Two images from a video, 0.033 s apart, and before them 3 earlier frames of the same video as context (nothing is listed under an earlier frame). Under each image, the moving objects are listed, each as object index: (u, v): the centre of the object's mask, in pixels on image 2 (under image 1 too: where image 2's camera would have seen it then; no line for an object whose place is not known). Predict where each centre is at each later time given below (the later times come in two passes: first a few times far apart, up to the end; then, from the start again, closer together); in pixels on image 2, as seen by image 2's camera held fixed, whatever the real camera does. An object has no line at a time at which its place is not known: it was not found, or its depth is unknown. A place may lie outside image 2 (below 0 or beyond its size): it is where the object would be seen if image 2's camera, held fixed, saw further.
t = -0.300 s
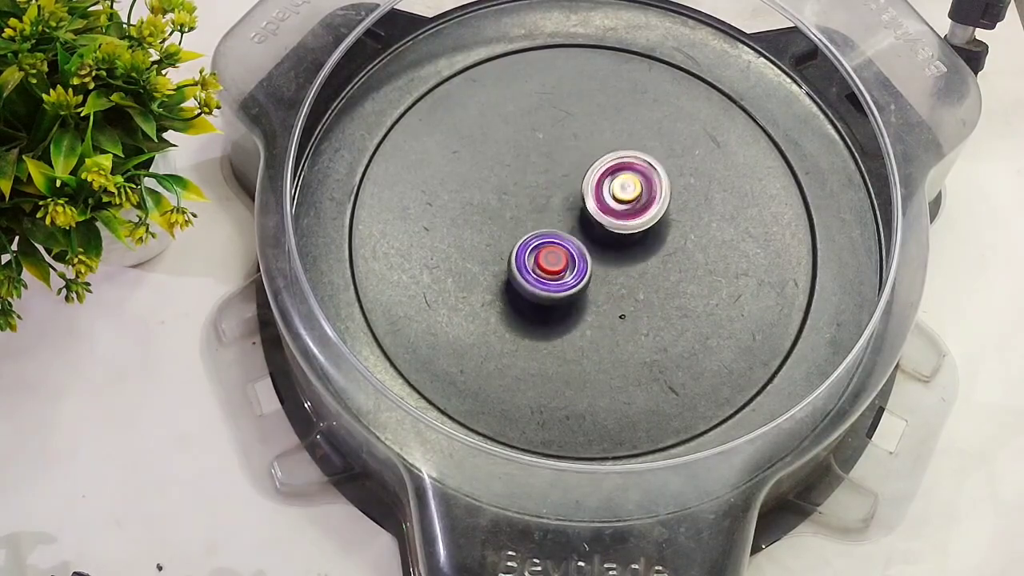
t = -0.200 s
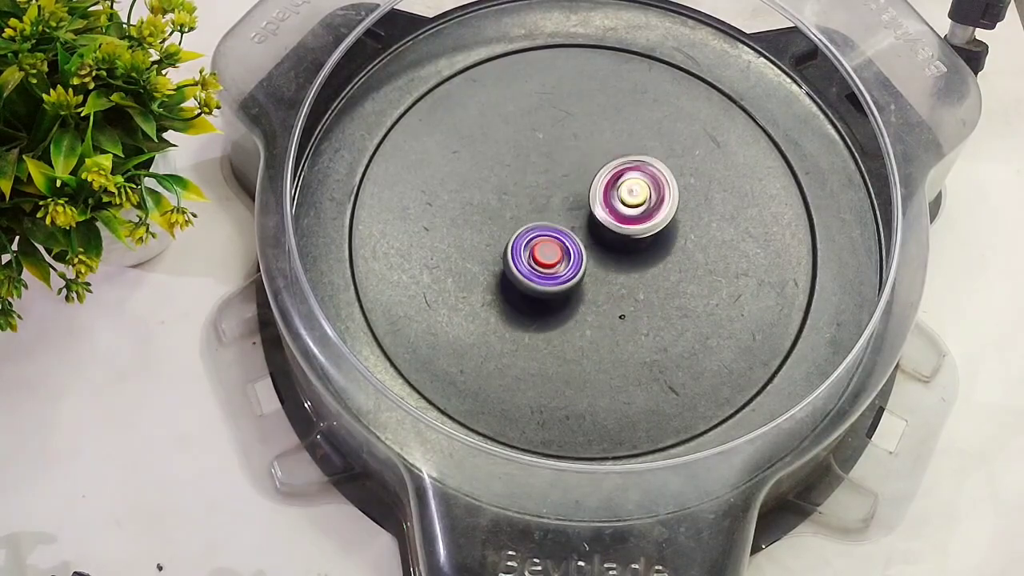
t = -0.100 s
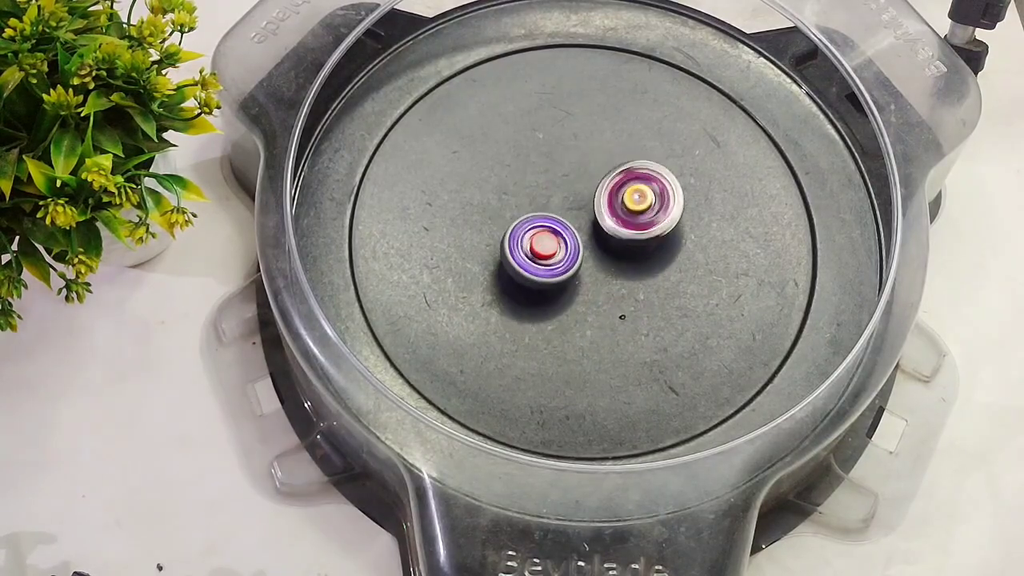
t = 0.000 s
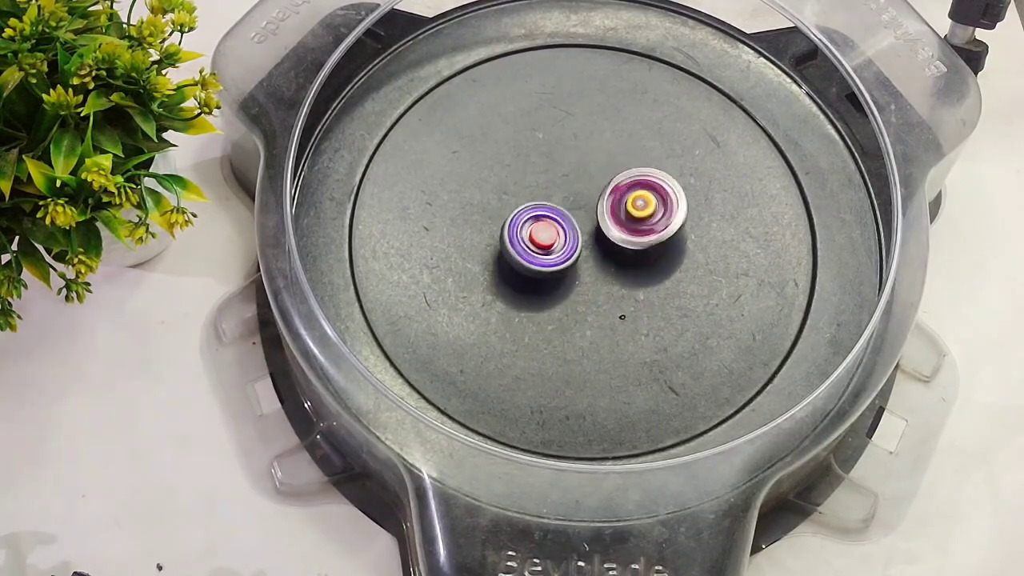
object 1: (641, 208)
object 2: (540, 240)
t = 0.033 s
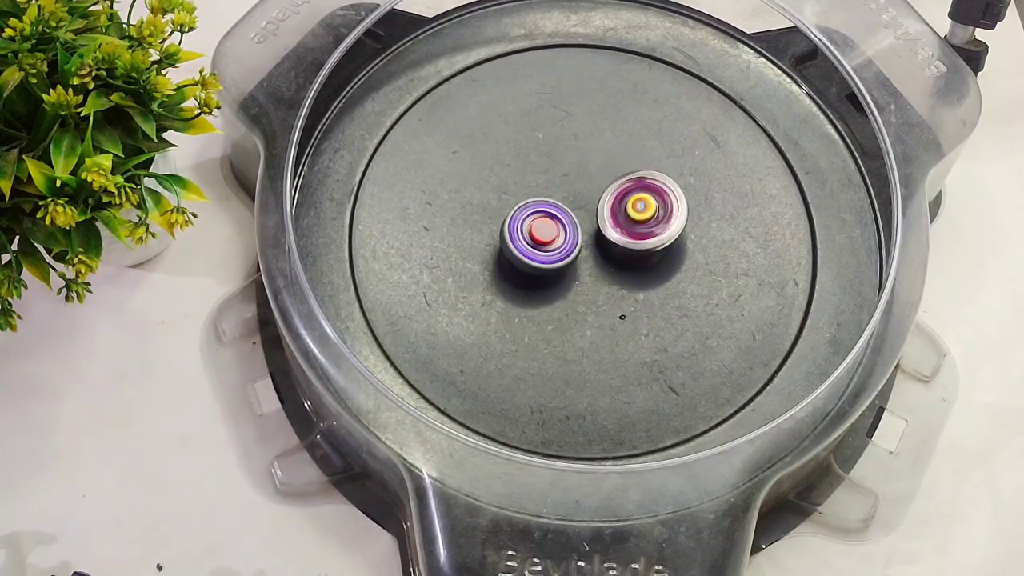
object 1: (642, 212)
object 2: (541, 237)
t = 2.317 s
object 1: (584, 146)
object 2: (573, 291)
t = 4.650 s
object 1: (540, 199)
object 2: (621, 257)
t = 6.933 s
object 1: (561, 272)
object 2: (609, 177)
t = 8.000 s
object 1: (536, 243)
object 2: (633, 241)
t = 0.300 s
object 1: (634, 239)
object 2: (551, 206)
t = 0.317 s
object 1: (633, 242)
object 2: (550, 203)
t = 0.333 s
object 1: (632, 244)
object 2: (551, 201)
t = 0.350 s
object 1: (631, 244)
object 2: (552, 199)
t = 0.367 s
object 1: (630, 246)
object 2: (553, 198)
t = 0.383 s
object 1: (629, 247)
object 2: (554, 196)
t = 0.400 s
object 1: (627, 250)
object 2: (555, 195)
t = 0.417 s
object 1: (627, 251)
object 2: (555, 193)
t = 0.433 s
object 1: (624, 254)
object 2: (556, 193)
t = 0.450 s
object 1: (623, 256)
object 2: (557, 192)
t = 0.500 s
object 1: (617, 260)
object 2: (560, 190)
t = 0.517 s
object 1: (616, 262)
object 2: (561, 190)
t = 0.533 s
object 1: (615, 262)
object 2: (563, 189)
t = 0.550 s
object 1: (612, 265)
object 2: (564, 189)
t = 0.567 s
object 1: (611, 267)
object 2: (565, 188)
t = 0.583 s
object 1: (608, 268)
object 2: (566, 188)
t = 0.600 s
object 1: (607, 270)
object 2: (568, 187)
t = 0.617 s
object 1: (605, 270)
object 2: (569, 187)
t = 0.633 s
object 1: (603, 272)
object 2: (570, 187)
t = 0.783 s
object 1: (585, 277)
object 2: (585, 187)
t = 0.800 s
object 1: (583, 276)
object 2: (587, 188)
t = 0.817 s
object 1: (581, 277)
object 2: (589, 188)
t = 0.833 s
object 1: (580, 277)
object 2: (591, 189)
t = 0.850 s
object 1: (578, 278)
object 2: (592, 189)
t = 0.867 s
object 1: (577, 278)
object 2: (594, 190)
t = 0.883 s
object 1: (574, 277)
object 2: (596, 191)
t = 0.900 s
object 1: (573, 278)
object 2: (597, 191)
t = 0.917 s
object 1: (570, 277)
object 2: (599, 192)
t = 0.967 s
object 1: (565, 276)
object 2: (604, 194)
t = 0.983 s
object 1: (564, 275)
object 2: (605, 195)
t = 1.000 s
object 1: (562, 275)
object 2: (607, 196)
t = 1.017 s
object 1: (561, 275)
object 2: (608, 198)
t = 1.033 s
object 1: (558, 274)
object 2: (610, 199)
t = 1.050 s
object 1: (557, 274)
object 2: (611, 200)
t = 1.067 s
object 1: (555, 272)
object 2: (613, 201)
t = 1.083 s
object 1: (554, 272)
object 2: (614, 203)
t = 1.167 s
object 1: (548, 267)
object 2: (620, 209)
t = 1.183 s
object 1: (546, 265)
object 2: (621, 211)
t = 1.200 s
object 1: (545, 265)
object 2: (622, 212)
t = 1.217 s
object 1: (544, 263)
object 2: (622, 214)
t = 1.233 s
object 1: (543, 262)
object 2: (623, 216)
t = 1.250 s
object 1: (542, 259)
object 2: (624, 217)
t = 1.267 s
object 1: (541, 258)
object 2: (624, 219)
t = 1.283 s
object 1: (541, 256)
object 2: (625, 221)
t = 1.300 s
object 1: (540, 256)
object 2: (625, 222)
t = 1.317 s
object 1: (540, 254)
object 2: (626, 224)
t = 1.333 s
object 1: (538, 253)
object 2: (626, 226)
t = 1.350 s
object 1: (538, 251)
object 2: (626, 227)
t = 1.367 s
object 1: (537, 249)
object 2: (626, 229)
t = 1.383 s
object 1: (537, 248)
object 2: (627, 231)
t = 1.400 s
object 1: (537, 245)
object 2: (627, 232)
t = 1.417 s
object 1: (536, 244)
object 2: (627, 234)
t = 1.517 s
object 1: (536, 232)
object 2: (625, 243)
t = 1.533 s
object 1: (537, 231)
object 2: (624, 246)
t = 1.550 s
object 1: (537, 228)
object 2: (623, 246)
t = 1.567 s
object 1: (536, 227)
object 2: (624, 249)
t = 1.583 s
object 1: (532, 223)
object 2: (629, 252)
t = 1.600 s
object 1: (529, 220)
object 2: (631, 254)
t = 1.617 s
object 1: (529, 218)
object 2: (631, 256)
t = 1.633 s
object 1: (528, 216)
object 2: (631, 257)
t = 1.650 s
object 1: (529, 215)
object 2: (631, 258)
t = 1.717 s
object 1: (531, 209)
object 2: (631, 262)
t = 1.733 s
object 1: (531, 207)
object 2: (630, 263)
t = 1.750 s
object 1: (531, 206)
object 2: (630, 264)
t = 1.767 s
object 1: (532, 204)
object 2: (629, 264)
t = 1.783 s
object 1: (533, 203)
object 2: (628, 265)
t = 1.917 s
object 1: (542, 192)
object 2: (620, 267)
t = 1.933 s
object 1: (544, 192)
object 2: (619, 267)
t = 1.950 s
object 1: (545, 190)
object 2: (617, 268)
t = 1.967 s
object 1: (546, 190)
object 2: (616, 268)
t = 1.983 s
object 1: (548, 188)
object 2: (614, 268)
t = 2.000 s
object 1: (549, 188)
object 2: (612, 268)
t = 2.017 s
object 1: (551, 186)
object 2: (610, 268)
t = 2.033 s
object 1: (553, 186)
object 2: (608, 267)
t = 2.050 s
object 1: (556, 185)
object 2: (606, 267)
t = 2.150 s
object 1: (567, 185)
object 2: (591, 265)
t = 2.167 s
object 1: (570, 184)
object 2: (588, 264)
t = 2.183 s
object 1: (571, 184)
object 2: (585, 264)
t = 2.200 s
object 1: (573, 175)
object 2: (583, 272)
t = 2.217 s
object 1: (575, 167)
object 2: (581, 280)
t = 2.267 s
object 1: (581, 150)
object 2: (577, 290)
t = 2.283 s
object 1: (582, 147)
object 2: (576, 291)
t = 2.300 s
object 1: (584, 146)
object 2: (574, 291)
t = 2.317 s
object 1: (584, 146)
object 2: (573, 291)
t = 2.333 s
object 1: (586, 146)
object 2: (572, 292)
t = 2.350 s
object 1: (586, 146)
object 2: (571, 292)
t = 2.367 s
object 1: (588, 147)
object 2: (570, 292)
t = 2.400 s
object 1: (590, 148)
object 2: (568, 292)
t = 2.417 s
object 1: (591, 148)
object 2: (568, 291)
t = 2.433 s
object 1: (592, 150)
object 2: (567, 291)
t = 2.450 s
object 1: (593, 150)
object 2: (567, 291)
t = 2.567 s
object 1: (603, 159)
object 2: (561, 286)
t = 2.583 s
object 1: (605, 160)
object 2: (561, 285)
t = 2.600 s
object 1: (605, 161)
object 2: (559, 284)
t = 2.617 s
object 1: (608, 164)
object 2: (559, 282)
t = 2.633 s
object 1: (608, 165)
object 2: (558, 280)
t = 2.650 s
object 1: (611, 167)
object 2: (557, 279)
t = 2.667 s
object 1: (611, 169)
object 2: (556, 277)
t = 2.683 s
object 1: (613, 172)
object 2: (555, 275)
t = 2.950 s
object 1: (627, 207)
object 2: (546, 238)
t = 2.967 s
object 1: (630, 209)
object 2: (544, 236)
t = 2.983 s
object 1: (631, 210)
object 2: (543, 234)
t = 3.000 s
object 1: (631, 213)
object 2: (542, 232)
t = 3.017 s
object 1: (631, 215)
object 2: (542, 231)
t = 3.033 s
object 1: (632, 218)
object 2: (542, 229)
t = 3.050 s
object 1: (631, 220)
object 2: (541, 228)
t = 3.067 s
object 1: (631, 223)
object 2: (541, 226)
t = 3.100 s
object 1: (632, 228)
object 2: (541, 223)
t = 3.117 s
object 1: (631, 229)
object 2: (541, 222)
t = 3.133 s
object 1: (631, 232)
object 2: (542, 220)
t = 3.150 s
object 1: (631, 234)
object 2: (542, 219)
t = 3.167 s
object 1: (630, 237)
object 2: (542, 218)
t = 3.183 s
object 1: (630, 238)
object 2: (543, 217)
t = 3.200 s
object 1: (629, 241)
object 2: (543, 215)
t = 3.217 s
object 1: (629, 243)
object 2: (544, 214)
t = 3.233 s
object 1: (628, 246)
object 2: (545, 213)
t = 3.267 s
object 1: (626, 251)
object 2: (547, 211)
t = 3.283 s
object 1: (625, 251)
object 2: (548, 210)
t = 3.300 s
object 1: (624, 256)
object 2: (549, 208)
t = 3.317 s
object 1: (623, 256)
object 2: (550, 207)
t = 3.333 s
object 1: (622, 260)
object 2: (551, 206)
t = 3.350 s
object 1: (621, 261)
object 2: (552, 205)
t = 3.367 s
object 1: (619, 263)
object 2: (553, 204)
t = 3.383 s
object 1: (618, 265)
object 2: (555, 203)
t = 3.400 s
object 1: (616, 267)
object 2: (556, 202)
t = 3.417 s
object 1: (615, 268)
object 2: (558, 202)
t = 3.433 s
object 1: (613, 270)
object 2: (559, 200)
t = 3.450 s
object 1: (612, 271)
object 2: (561, 200)
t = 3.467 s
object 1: (609, 272)
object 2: (563, 199)
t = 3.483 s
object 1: (609, 274)
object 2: (565, 199)
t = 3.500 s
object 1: (606, 275)
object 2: (567, 198)
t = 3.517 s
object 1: (605, 276)
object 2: (568, 197)
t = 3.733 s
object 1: (579, 279)
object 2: (594, 195)
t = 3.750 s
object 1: (577, 280)
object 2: (595, 195)
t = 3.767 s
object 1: (576, 279)
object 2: (597, 198)
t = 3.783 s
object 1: (573, 279)
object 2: (599, 198)
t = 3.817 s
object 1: (569, 278)
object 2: (602, 199)
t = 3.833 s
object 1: (568, 276)
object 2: (603, 199)
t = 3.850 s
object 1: (565, 276)
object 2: (605, 200)
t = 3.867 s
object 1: (564, 275)
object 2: (606, 201)
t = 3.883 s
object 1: (561, 275)
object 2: (608, 200)
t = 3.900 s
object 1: (560, 274)
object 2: (609, 203)
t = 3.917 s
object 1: (558, 273)
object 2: (611, 202)
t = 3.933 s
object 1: (557, 272)
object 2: (612, 202)
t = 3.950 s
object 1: (554, 271)
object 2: (613, 204)
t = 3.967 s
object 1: (554, 269)
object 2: (614, 204)
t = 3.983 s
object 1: (551, 268)
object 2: (615, 205)
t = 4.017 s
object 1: (548, 265)
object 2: (617, 208)
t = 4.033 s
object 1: (548, 264)
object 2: (618, 209)
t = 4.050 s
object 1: (546, 262)
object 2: (619, 210)
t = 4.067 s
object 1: (545, 261)
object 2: (619, 212)
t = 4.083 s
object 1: (543, 259)
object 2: (620, 213)
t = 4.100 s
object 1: (543, 258)
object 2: (620, 215)
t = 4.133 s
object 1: (541, 254)
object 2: (621, 218)
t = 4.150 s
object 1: (539, 252)
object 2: (622, 220)
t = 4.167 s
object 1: (539, 250)
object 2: (622, 221)
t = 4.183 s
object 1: (538, 248)
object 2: (623, 223)
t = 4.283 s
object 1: (536, 236)
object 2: (623, 232)
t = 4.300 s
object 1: (536, 235)
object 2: (623, 233)
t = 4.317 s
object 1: (535, 232)
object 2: (623, 236)
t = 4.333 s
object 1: (535, 231)
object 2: (624, 238)
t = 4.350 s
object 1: (531, 228)
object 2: (628, 240)
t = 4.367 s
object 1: (528, 226)
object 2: (629, 242)
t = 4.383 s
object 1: (528, 224)
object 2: (630, 243)
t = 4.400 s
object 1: (528, 224)
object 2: (630, 244)
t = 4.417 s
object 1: (528, 221)
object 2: (630, 245)
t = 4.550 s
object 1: (533, 208)
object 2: (627, 253)
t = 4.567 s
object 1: (534, 206)
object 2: (626, 254)
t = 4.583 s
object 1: (535, 204)
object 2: (625, 255)
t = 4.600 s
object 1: (536, 203)
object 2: (624, 255)
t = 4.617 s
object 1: (537, 201)
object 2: (623, 256)
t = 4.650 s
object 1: (540, 199)
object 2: (621, 257)
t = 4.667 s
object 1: (542, 198)
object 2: (620, 258)
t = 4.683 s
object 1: (543, 196)
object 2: (618, 259)
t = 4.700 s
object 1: (545, 196)
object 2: (618, 260)
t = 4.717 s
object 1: (547, 194)
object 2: (616, 260)
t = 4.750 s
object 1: (550, 192)
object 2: (613, 261)
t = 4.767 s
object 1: (552, 192)
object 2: (611, 262)
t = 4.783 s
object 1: (554, 190)
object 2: (609, 262)
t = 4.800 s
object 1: (556, 190)
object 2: (608, 262)
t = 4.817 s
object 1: (558, 189)
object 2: (605, 262)
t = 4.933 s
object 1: (573, 185)
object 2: (590, 264)
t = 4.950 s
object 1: (575, 185)
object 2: (588, 264)
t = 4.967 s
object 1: (577, 185)
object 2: (586, 264)
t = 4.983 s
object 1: (579, 178)
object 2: (584, 270)
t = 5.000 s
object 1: (581, 172)
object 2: (583, 277)
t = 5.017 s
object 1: (582, 166)
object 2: (581, 281)
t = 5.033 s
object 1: (583, 162)
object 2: (579, 284)
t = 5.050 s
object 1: (585, 158)
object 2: (578, 284)
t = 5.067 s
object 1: (586, 156)
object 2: (576, 285)
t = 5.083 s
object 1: (587, 154)
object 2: (575, 285)
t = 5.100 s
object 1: (588, 154)
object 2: (574, 285)
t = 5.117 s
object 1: (589, 153)
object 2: (573, 285)
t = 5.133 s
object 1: (590, 155)
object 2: (572, 286)
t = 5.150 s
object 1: (591, 154)
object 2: (571, 286)
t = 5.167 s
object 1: (593, 155)
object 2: (570, 286)
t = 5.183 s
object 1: (593, 156)
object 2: (569, 285)
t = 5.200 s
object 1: (595, 157)
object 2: (568, 285)
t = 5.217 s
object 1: (596, 158)
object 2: (567, 285)
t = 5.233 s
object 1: (598, 159)
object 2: (566, 285)
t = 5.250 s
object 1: (599, 160)
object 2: (565, 284)
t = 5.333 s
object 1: (606, 167)
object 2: (561, 280)
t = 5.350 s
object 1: (607, 169)
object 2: (560, 279)
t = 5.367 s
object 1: (609, 170)
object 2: (559, 278)
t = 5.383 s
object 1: (609, 172)
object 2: (558, 277)
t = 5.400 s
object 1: (611, 173)
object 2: (558, 275)
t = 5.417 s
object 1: (612, 176)
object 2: (557, 274)
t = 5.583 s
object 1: (622, 200)
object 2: (552, 253)
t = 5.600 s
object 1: (623, 202)
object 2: (552, 251)
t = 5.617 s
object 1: (624, 205)
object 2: (551, 249)
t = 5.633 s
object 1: (629, 204)
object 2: (546, 249)
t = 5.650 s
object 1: (635, 206)
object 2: (542, 249)
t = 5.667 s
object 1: (638, 207)
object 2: (540, 248)
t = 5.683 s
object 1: (642, 210)
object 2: (539, 247)
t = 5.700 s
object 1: (642, 210)
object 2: (538, 246)
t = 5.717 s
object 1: (643, 213)
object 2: (538, 244)
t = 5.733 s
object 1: (642, 213)
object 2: (538, 242)
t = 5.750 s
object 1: (643, 215)
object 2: (537, 241)
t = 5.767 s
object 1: (642, 217)
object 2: (538, 240)
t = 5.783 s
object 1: (643, 218)
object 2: (538, 239)
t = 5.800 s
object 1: (641, 220)
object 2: (538, 238)
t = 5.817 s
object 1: (641, 220)
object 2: (538, 236)
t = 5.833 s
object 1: (640, 224)
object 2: (538, 235)
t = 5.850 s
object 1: (639, 224)
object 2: (539, 234)
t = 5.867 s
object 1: (638, 227)
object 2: (539, 233)
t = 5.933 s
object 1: (634, 234)
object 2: (542, 227)
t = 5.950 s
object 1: (633, 235)
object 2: (543, 226)
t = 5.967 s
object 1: (631, 238)
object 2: (544, 224)
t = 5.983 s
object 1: (631, 240)
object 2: (545, 223)
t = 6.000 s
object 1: (633, 243)
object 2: (543, 220)
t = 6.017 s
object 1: (633, 244)
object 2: (543, 218)
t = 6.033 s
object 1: (632, 246)
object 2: (544, 217)
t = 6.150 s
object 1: (621, 255)
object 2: (550, 209)
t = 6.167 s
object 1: (622, 256)
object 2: (550, 207)
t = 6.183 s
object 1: (621, 260)
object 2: (550, 204)
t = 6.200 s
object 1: (620, 260)
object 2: (551, 204)
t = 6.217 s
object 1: (618, 262)
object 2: (552, 203)
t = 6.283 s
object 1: (611, 266)
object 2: (557, 198)
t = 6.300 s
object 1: (609, 266)
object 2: (558, 198)
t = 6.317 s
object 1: (607, 268)
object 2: (559, 197)
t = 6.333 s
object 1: (605, 268)
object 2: (561, 196)
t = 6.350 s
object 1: (603, 268)
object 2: (562, 195)
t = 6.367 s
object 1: (600, 268)
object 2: (563, 195)
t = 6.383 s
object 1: (599, 269)
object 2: (565, 195)
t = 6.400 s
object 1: (596, 269)
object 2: (566, 195)
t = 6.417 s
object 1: (594, 269)
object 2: (567, 194)
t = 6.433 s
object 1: (591, 269)
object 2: (569, 194)
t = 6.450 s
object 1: (590, 269)
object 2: (570, 194)
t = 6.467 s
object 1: (587, 269)
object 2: (572, 194)
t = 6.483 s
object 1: (584, 268)
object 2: (574, 193)
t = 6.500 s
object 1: (582, 276)
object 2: (576, 185)
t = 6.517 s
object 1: (580, 281)
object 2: (578, 178)
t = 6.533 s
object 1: (580, 288)
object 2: (580, 173)
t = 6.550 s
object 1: (579, 292)
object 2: (582, 171)
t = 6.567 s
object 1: (578, 296)
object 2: (584, 170)
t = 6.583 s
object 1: (576, 298)
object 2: (586, 169)
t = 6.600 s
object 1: (576, 298)
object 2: (587, 168)
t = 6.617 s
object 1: (576, 298)
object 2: (588, 168)
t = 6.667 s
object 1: (575, 294)
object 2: (591, 167)
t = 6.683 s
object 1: (573, 295)
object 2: (592, 166)
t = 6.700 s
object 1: (572, 293)
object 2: (594, 166)
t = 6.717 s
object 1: (571, 293)
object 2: (595, 166)
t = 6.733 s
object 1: (570, 291)
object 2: (596, 166)
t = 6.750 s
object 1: (569, 291)
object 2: (597, 167)
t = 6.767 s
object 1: (568, 289)
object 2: (599, 167)
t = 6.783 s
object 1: (568, 288)
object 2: (599, 168)
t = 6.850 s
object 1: (564, 280)
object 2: (604, 171)
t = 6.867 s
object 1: (563, 279)
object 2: (605, 171)
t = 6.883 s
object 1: (563, 277)
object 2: (607, 172)
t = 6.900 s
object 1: (561, 276)
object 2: (607, 174)
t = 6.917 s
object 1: (561, 273)
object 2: (608, 175)
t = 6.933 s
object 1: (561, 272)
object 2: (609, 177)
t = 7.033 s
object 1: (559, 256)
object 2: (613, 188)
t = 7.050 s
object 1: (558, 254)
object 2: (613, 192)
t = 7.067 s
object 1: (559, 251)
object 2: (614, 193)
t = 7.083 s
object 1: (554, 252)
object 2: (618, 193)
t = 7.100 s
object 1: (550, 254)
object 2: (624, 191)
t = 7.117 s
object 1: (547, 255)
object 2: (628, 191)
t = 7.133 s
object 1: (544, 255)
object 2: (630, 192)
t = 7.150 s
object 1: (545, 255)
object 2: (632, 193)
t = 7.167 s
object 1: (545, 255)
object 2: (633, 194)
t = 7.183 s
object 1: (547, 252)
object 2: (634, 195)
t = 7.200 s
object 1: (546, 251)
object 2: (635, 197)
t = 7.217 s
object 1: (547, 250)
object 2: (635, 199)
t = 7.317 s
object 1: (551, 243)
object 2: (635, 209)
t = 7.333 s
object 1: (553, 241)
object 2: (634, 210)
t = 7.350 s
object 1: (553, 240)
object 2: (634, 212)
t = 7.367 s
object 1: (548, 240)
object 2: (639, 212)
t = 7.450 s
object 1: (505, 236)
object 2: (682, 210)
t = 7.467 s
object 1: (500, 235)
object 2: (685, 210)
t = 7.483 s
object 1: (499, 234)
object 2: (686, 211)
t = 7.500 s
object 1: (499, 235)
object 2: (687, 211)
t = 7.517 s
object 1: (500, 234)
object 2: (687, 211)
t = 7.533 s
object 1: (503, 235)
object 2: (688, 212)
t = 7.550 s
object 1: (503, 235)
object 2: (689, 212)
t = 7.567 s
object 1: (504, 234)
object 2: (689, 213)
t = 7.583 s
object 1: (504, 235)
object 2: (689, 213)
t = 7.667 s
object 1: (509, 236)
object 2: (686, 217)
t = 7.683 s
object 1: (511, 235)
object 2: (685, 219)
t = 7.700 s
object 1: (511, 237)
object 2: (683, 220)
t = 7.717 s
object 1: (513, 237)
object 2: (681, 222)
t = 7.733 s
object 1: (515, 238)
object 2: (679, 223)
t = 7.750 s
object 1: (516, 237)
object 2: (677, 224)
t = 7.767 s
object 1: (518, 238)
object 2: (674, 226)
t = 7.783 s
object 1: (518, 237)
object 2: (672, 227)
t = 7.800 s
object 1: (520, 238)
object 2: (669, 228)
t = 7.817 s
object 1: (521, 239)
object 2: (666, 229)
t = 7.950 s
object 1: (536, 243)
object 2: (637, 238)
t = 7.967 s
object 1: (539, 244)
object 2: (633, 239)
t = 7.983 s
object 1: (540, 244)
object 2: (629, 240)
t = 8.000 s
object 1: (536, 243)
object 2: (633, 241)
